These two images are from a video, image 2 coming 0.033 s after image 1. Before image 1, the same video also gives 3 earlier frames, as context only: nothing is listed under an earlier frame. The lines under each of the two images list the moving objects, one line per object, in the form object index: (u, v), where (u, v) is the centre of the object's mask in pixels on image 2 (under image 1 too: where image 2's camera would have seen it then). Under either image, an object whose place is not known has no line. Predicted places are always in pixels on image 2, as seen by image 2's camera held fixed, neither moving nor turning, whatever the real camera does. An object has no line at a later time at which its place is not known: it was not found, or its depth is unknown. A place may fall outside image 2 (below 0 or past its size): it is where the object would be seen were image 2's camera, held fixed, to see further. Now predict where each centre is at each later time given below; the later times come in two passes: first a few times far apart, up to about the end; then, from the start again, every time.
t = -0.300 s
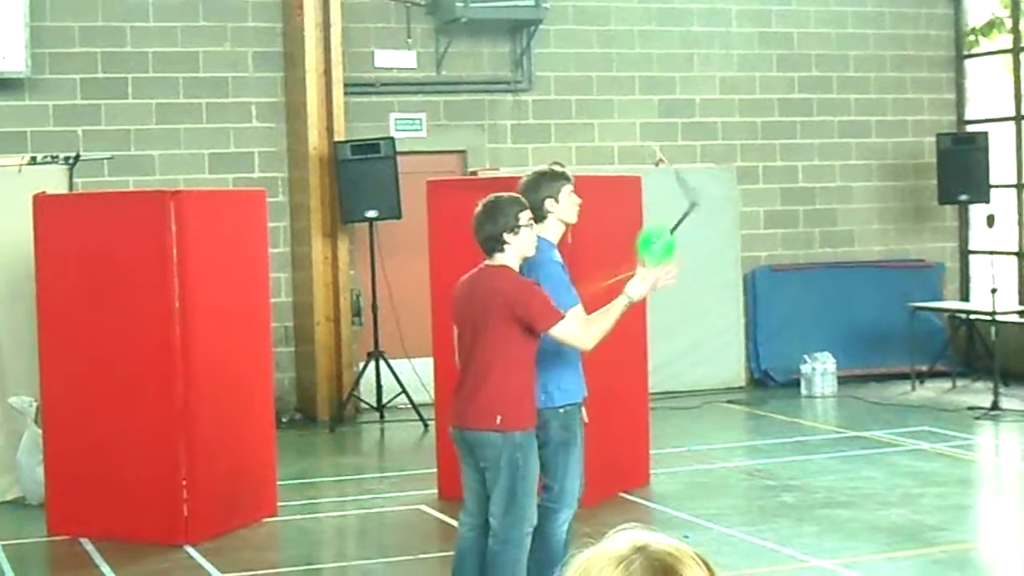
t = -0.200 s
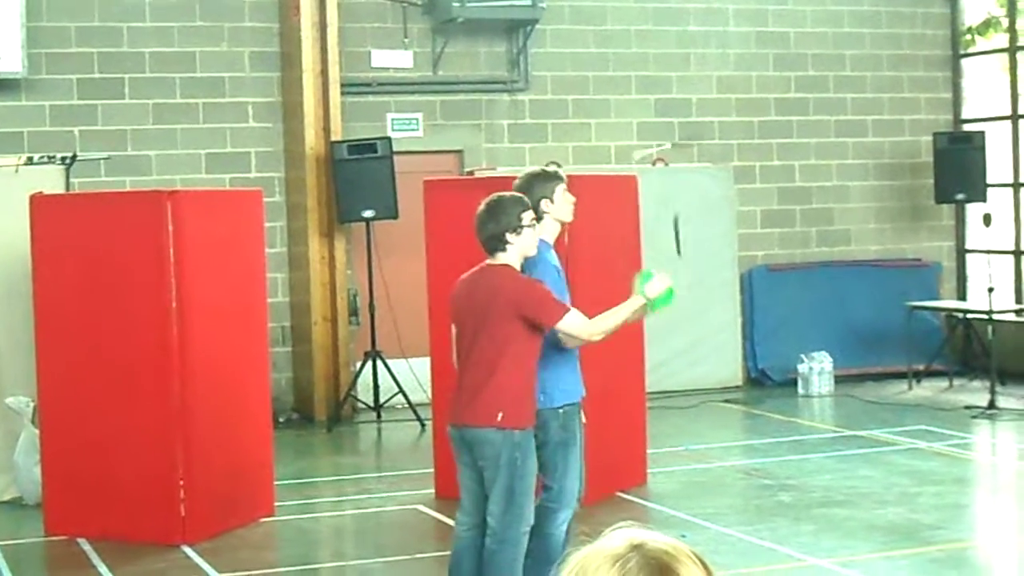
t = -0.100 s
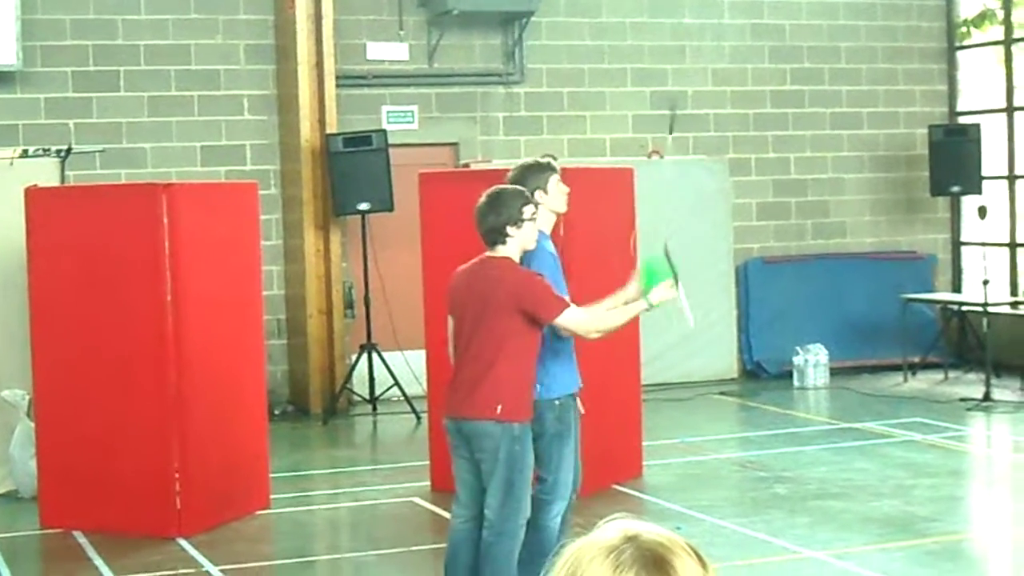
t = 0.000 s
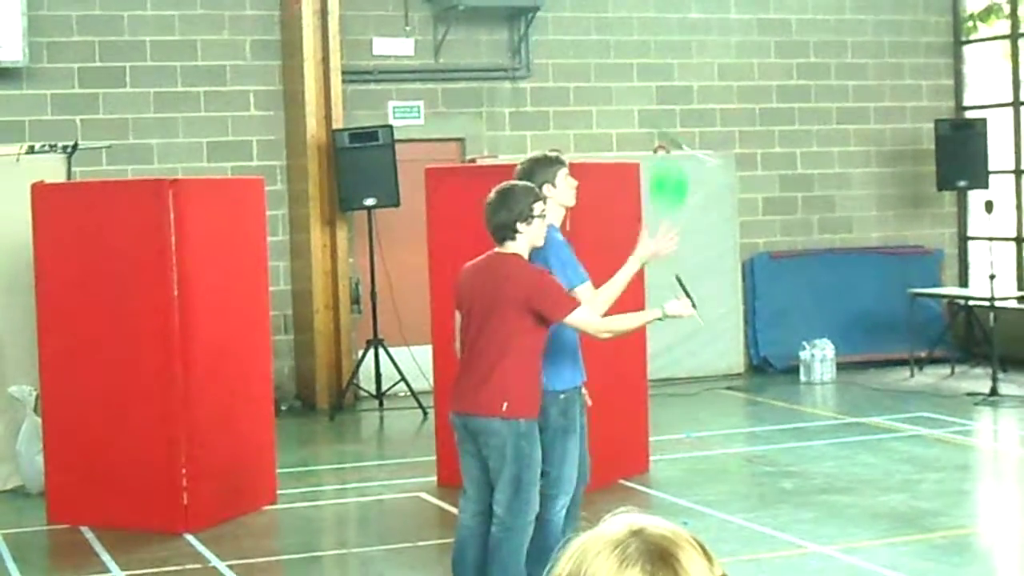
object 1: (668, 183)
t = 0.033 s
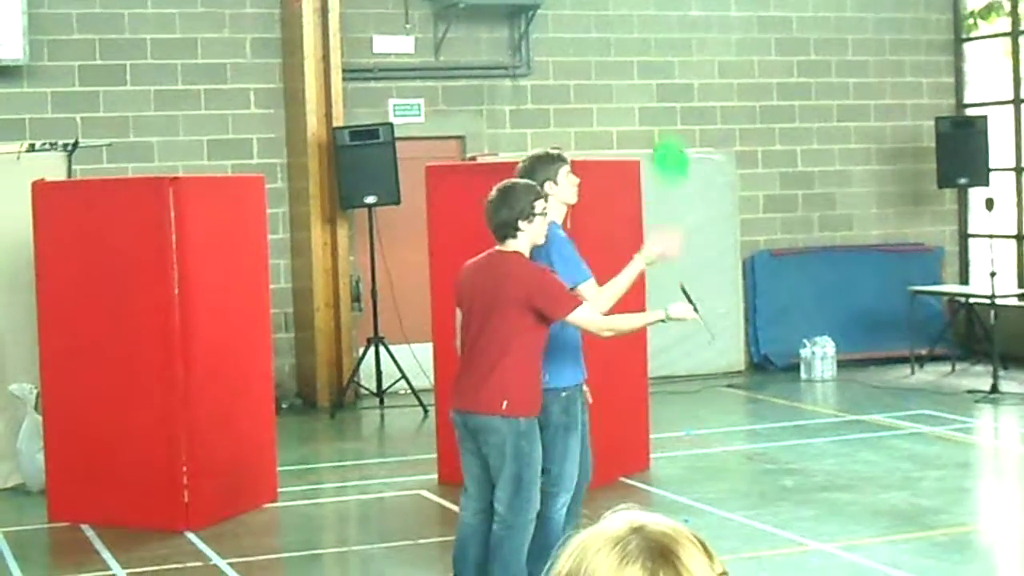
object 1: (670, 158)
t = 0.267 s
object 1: (679, 66)
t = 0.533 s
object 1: (694, 120)
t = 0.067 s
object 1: (671, 137)
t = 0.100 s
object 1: (673, 119)
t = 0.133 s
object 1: (674, 103)
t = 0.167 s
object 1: (675, 91)
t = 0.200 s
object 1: (676, 81)
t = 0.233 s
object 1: (678, 72)
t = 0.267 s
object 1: (679, 66)
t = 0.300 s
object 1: (681, 64)
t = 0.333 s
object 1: (683, 63)
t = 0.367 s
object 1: (684, 66)
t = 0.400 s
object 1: (686, 71)
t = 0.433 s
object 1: (687, 80)
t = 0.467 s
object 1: (690, 89)
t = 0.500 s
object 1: (692, 102)
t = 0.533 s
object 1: (694, 120)
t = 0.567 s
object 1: (696, 136)
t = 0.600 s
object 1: (698, 156)
